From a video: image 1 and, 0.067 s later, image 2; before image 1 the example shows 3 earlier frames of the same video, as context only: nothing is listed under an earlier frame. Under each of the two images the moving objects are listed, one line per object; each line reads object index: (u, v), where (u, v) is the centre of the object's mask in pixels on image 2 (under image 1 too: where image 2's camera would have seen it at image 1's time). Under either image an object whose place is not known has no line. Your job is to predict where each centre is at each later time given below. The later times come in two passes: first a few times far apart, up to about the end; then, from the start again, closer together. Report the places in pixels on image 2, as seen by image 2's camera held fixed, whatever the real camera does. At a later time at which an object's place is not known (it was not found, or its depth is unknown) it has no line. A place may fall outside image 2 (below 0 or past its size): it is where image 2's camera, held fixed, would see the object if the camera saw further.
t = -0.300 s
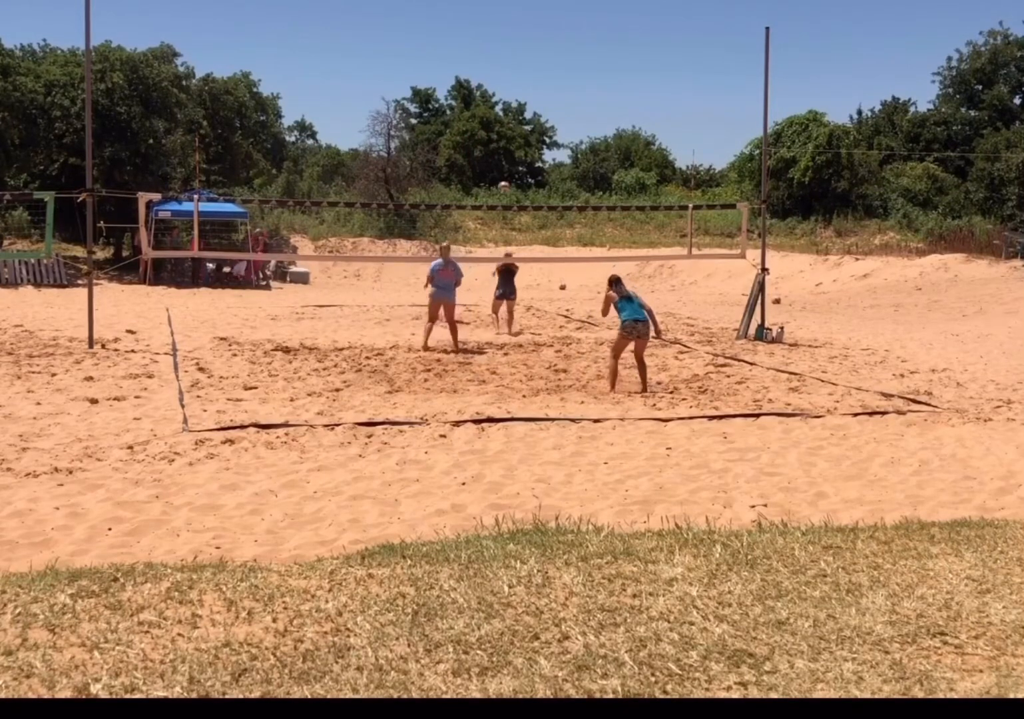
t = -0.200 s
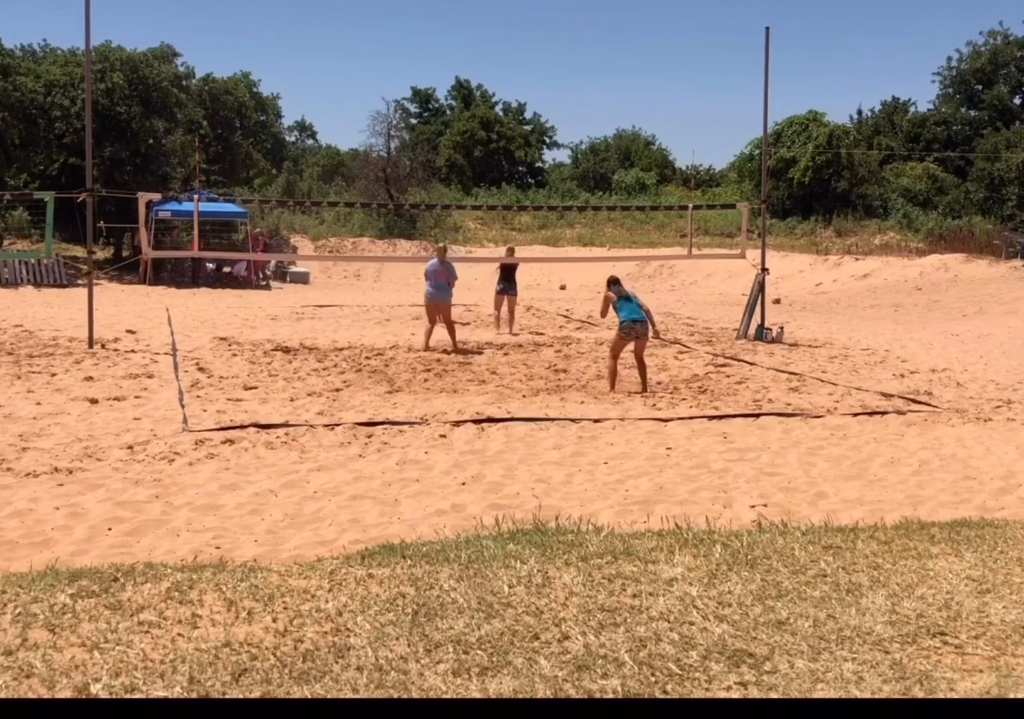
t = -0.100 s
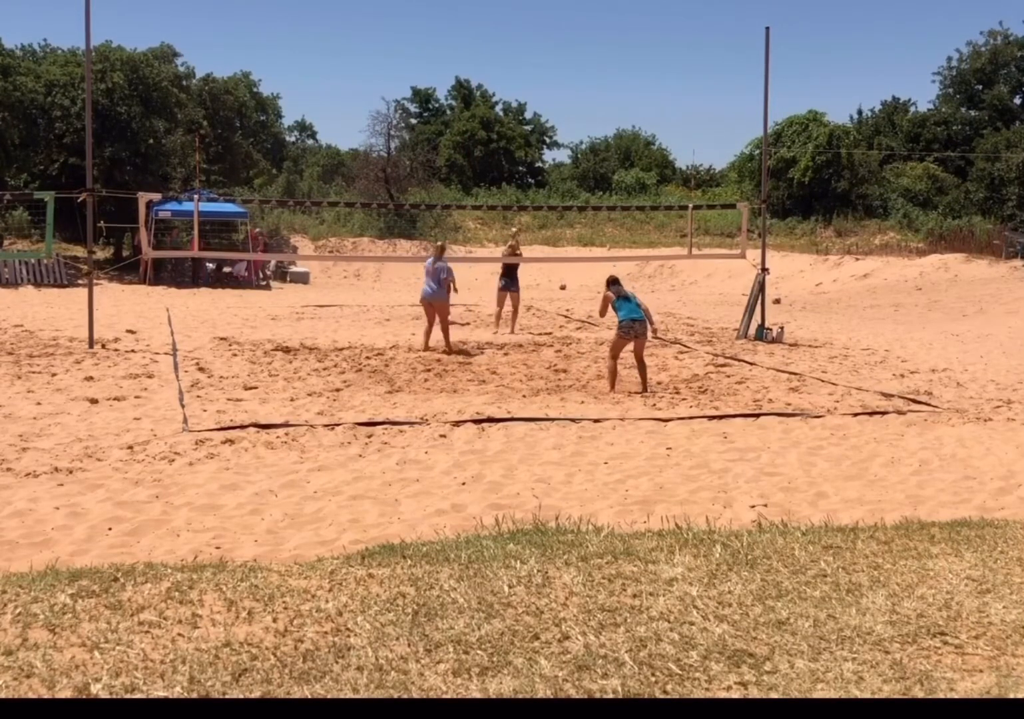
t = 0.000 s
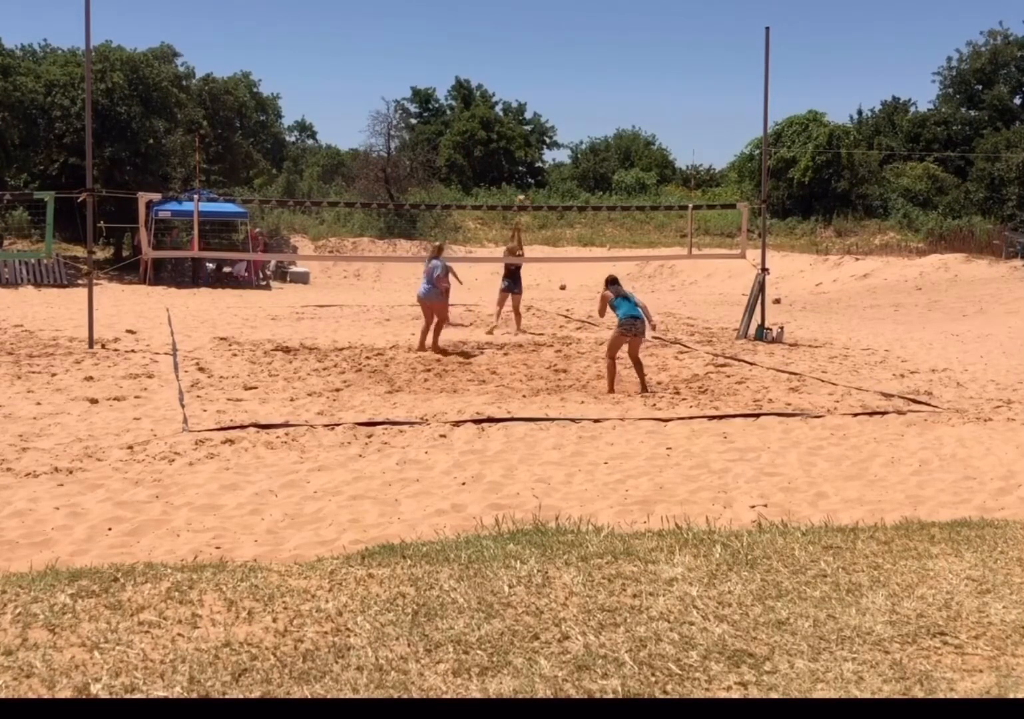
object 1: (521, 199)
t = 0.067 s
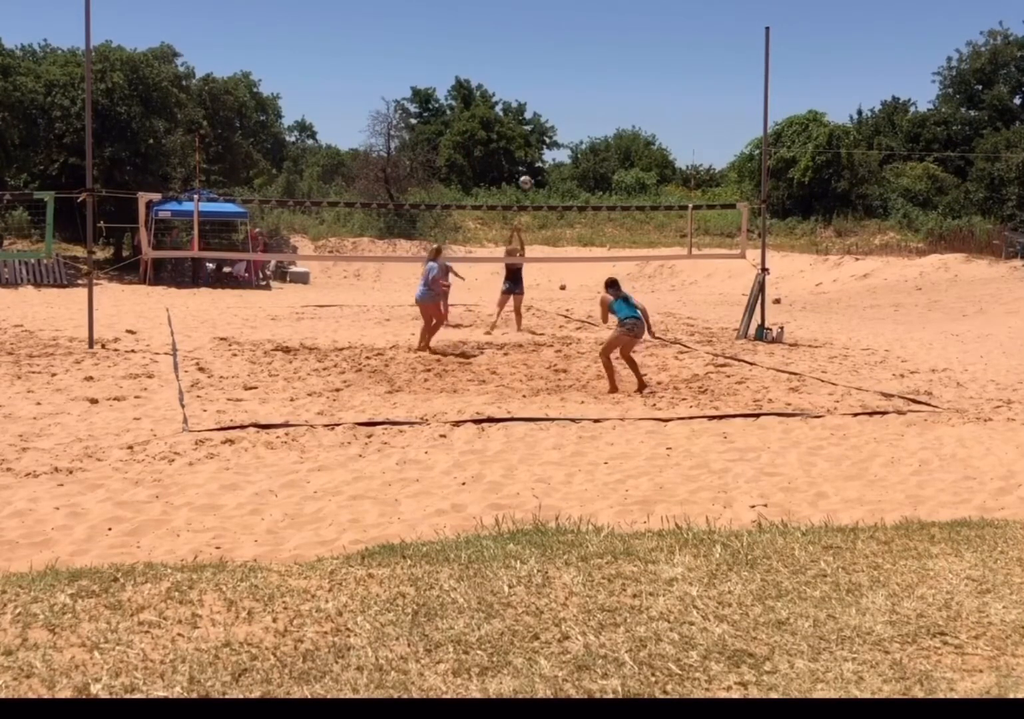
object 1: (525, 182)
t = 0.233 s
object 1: (535, 142)
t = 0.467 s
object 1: (550, 110)
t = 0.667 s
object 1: (563, 110)
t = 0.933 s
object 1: (583, 159)
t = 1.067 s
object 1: (593, 207)
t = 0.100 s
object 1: (527, 174)
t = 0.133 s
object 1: (529, 164)
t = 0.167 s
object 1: (531, 156)
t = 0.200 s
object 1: (534, 148)
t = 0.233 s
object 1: (535, 142)
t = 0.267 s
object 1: (537, 136)
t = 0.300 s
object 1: (539, 130)
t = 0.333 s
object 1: (542, 125)
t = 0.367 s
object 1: (544, 120)
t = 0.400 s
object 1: (547, 116)
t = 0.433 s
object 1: (548, 113)
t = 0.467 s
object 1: (550, 110)
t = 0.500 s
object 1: (552, 108)
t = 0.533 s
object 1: (554, 106)
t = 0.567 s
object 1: (556, 106)
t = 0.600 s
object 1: (559, 107)
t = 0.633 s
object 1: (561, 108)
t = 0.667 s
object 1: (563, 110)
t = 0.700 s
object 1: (565, 112)
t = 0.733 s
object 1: (568, 116)
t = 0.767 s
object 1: (570, 121)
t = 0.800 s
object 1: (573, 127)
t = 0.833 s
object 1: (576, 135)
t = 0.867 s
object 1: (578, 141)
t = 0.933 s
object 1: (583, 159)
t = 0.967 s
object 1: (586, 170)
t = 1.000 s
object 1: (588, 182)
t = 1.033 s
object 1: (591, 195)
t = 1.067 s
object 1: (593, 207)
